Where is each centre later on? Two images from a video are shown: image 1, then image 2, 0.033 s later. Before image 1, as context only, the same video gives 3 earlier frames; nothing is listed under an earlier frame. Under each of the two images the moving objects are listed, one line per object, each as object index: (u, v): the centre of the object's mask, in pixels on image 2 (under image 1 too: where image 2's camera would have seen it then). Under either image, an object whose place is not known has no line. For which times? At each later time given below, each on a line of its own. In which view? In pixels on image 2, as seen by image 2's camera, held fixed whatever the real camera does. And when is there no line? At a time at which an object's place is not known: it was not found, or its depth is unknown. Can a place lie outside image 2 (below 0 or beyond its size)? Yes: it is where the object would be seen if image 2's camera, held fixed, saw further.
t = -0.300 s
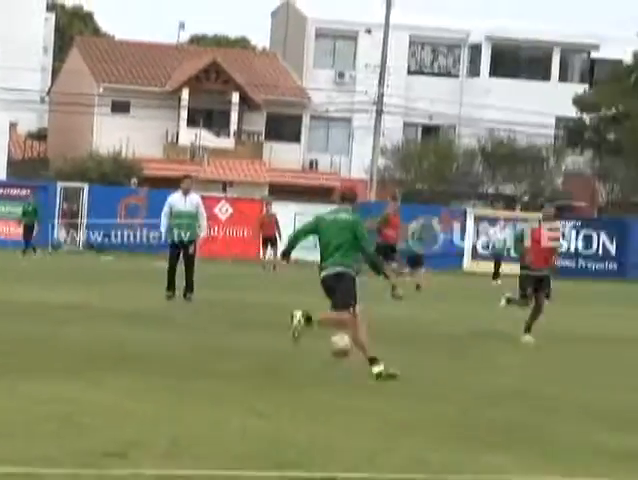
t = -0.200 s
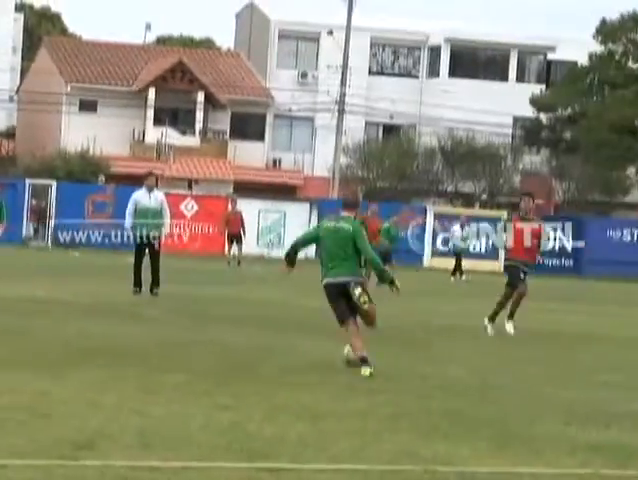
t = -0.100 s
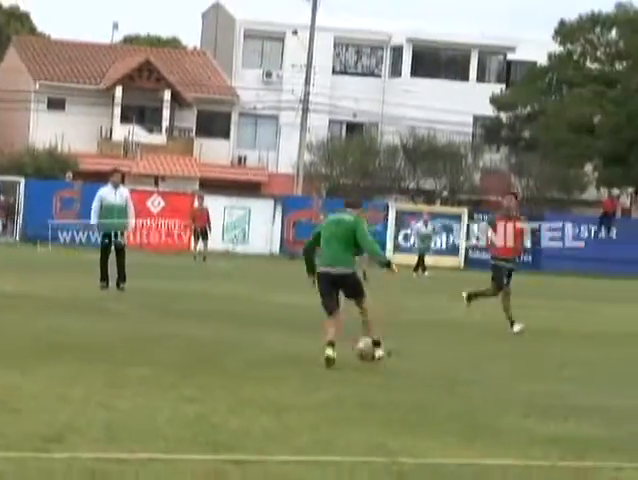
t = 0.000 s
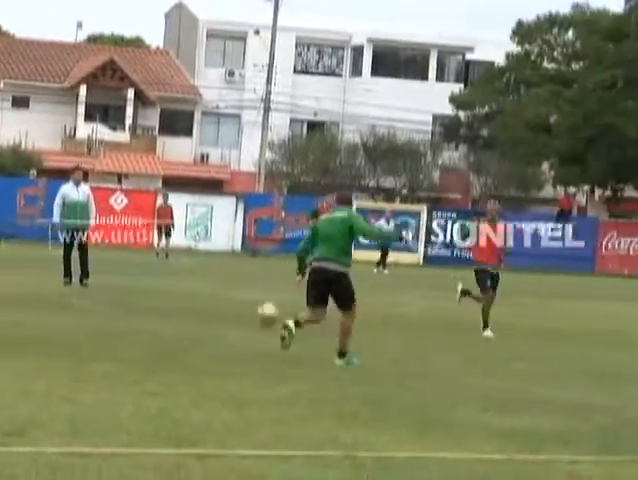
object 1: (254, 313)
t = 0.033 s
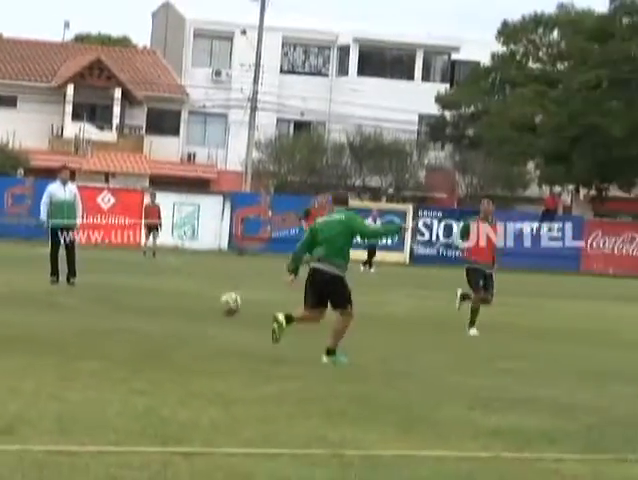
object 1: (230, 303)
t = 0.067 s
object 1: (207, 297)
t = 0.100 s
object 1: (184, 291)
